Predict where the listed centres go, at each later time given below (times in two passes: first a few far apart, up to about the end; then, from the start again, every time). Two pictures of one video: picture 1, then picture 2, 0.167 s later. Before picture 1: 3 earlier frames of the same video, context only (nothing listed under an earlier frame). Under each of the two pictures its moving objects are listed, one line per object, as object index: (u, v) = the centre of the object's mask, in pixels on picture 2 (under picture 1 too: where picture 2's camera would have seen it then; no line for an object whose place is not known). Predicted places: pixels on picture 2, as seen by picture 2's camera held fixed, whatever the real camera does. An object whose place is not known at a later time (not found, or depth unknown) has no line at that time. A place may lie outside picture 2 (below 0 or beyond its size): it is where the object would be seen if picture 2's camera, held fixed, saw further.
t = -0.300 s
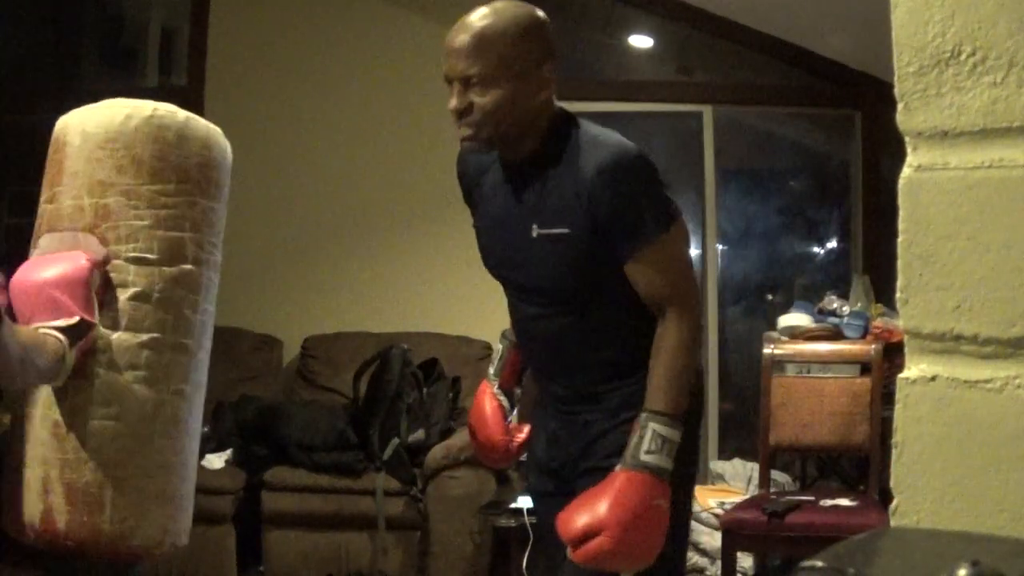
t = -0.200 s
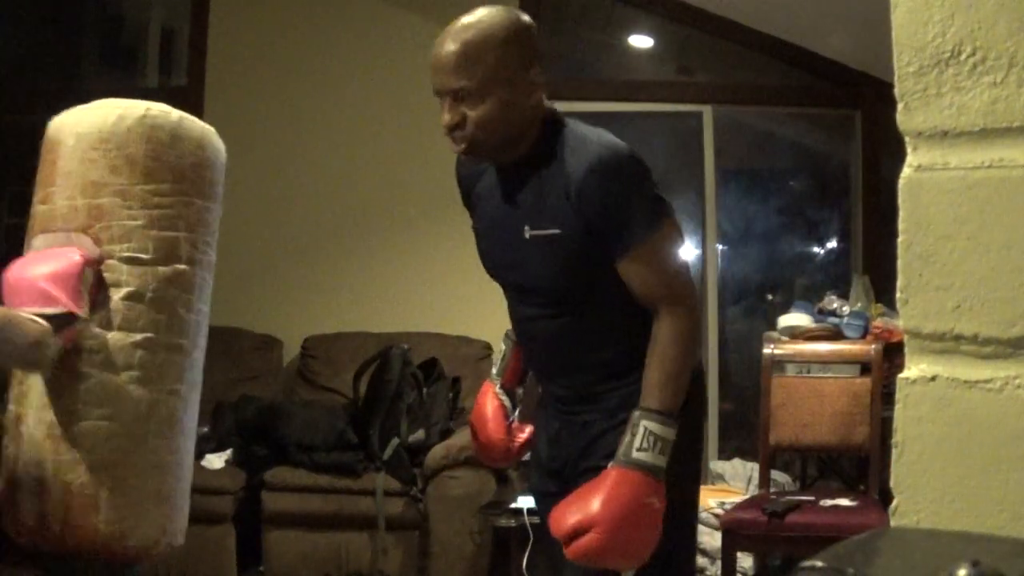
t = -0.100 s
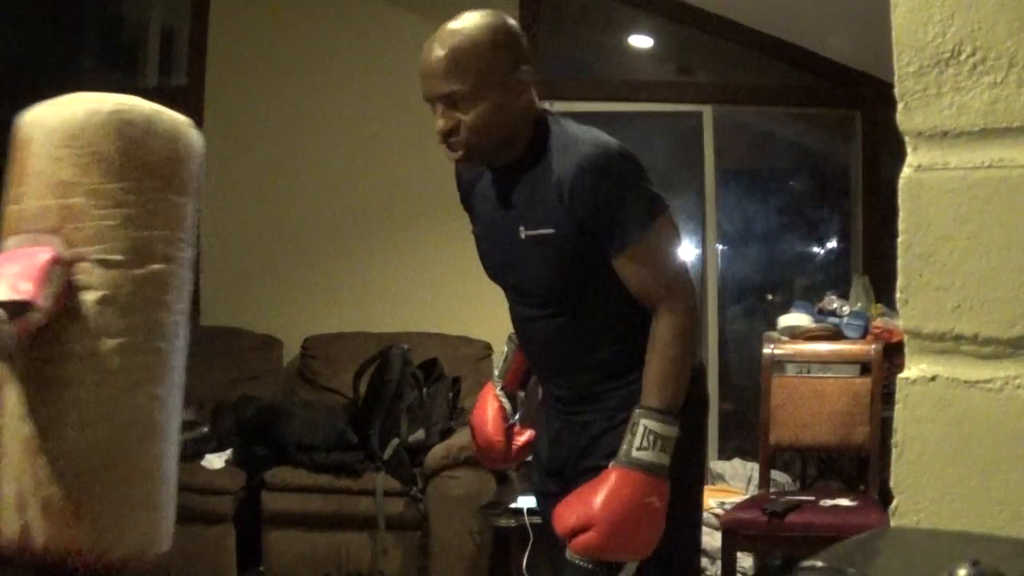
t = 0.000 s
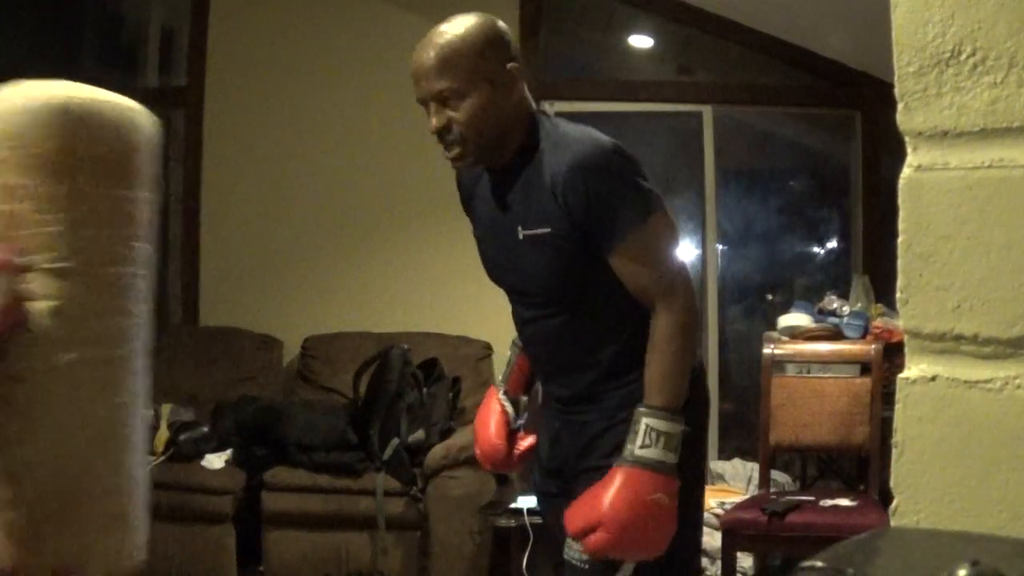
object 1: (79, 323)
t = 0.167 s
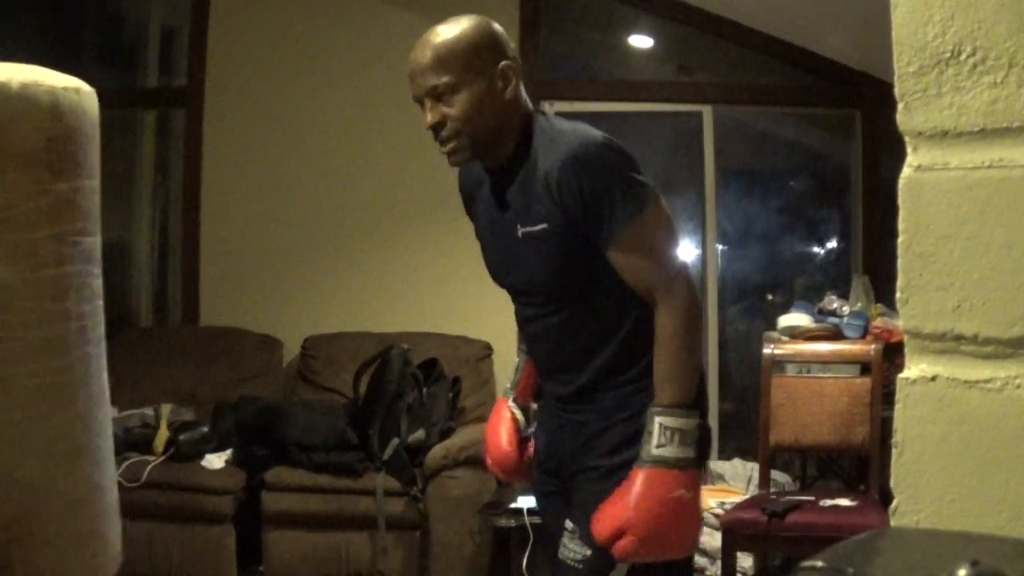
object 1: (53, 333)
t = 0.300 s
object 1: (66, 329)
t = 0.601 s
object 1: (79, 330)
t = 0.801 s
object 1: (59, 332)
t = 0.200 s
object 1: (54, 333)
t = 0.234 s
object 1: (57, 331)
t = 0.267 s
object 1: (61, 330)
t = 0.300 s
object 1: (66, 329)
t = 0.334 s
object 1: (72, 327)
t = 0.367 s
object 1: (77, 326)
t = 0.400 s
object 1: (81, 325)
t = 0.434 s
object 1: (84, 323)
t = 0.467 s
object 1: (86, 323)
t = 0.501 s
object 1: (87, 321)
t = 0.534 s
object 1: (84, 328)
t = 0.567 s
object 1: (82, 329)
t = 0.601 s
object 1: (79, 330)
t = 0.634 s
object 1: (76, 329)
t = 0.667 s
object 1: (73, 330)
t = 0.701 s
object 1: (68, 331)
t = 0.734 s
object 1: (65, 331)
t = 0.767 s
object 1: (62, 332)
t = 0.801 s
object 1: (59, 332)
